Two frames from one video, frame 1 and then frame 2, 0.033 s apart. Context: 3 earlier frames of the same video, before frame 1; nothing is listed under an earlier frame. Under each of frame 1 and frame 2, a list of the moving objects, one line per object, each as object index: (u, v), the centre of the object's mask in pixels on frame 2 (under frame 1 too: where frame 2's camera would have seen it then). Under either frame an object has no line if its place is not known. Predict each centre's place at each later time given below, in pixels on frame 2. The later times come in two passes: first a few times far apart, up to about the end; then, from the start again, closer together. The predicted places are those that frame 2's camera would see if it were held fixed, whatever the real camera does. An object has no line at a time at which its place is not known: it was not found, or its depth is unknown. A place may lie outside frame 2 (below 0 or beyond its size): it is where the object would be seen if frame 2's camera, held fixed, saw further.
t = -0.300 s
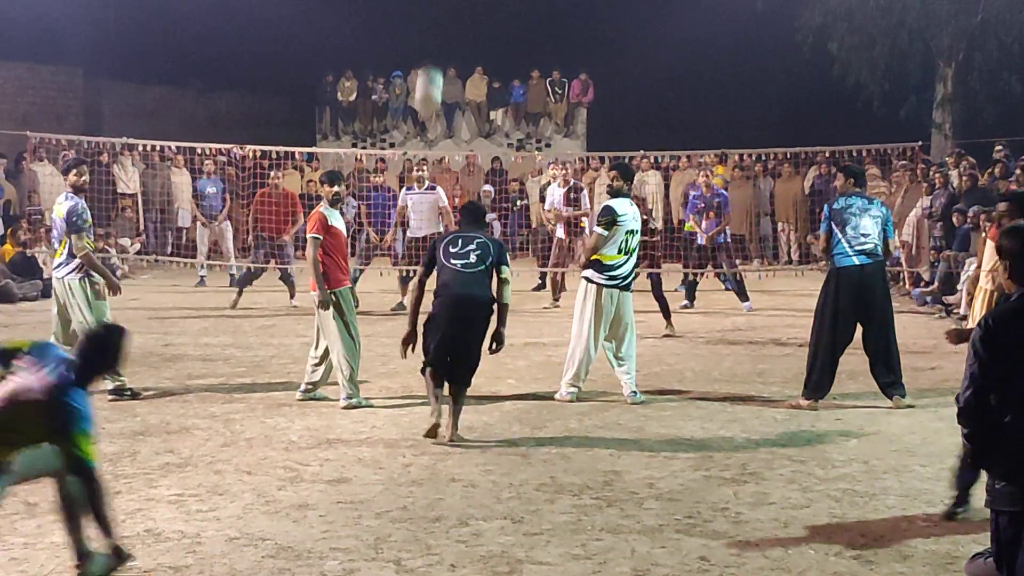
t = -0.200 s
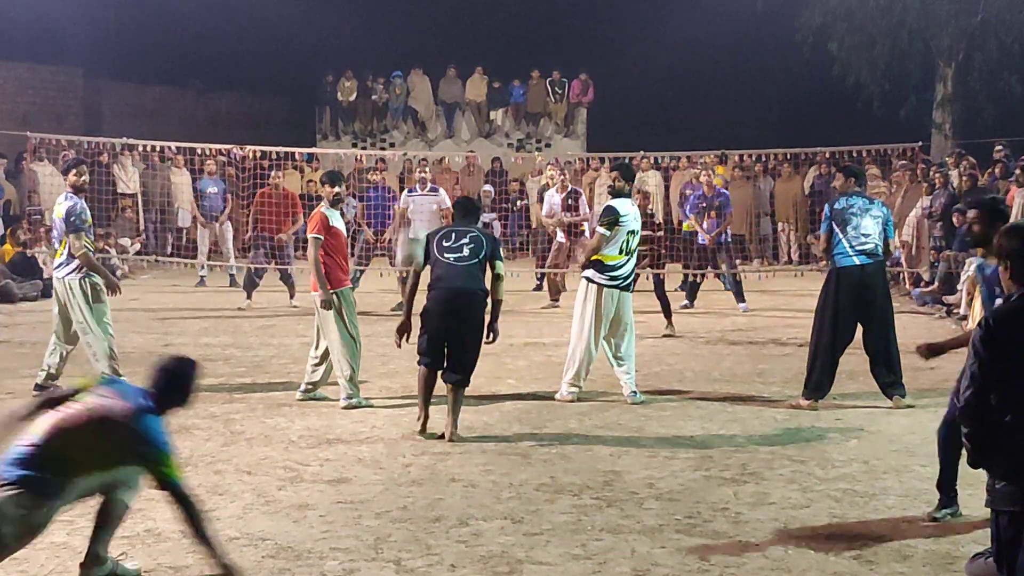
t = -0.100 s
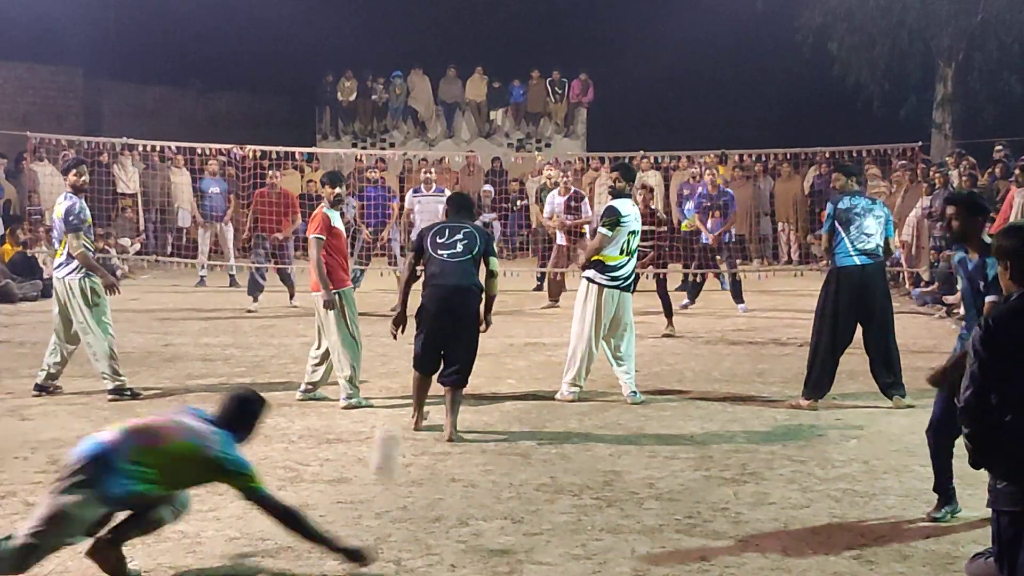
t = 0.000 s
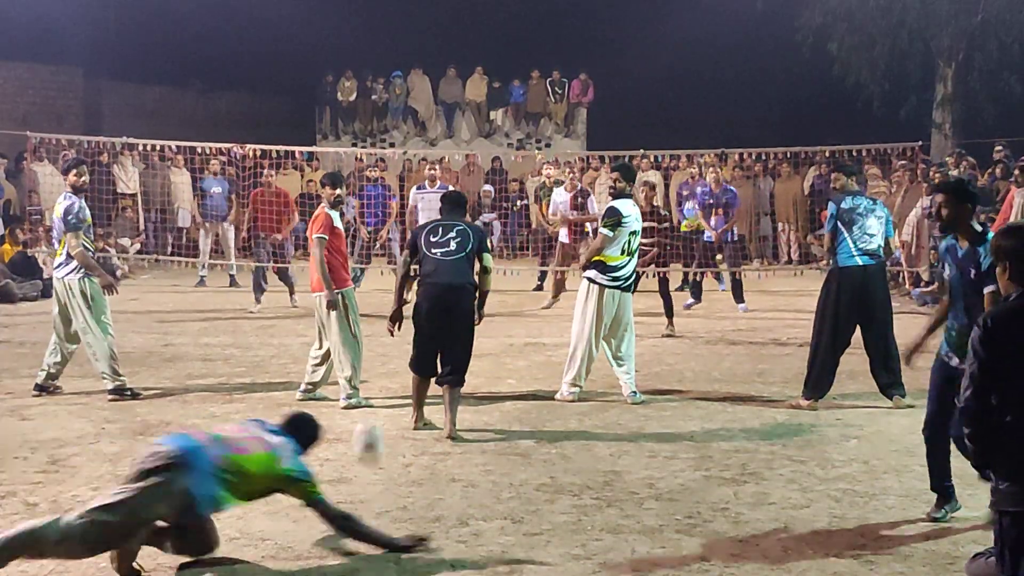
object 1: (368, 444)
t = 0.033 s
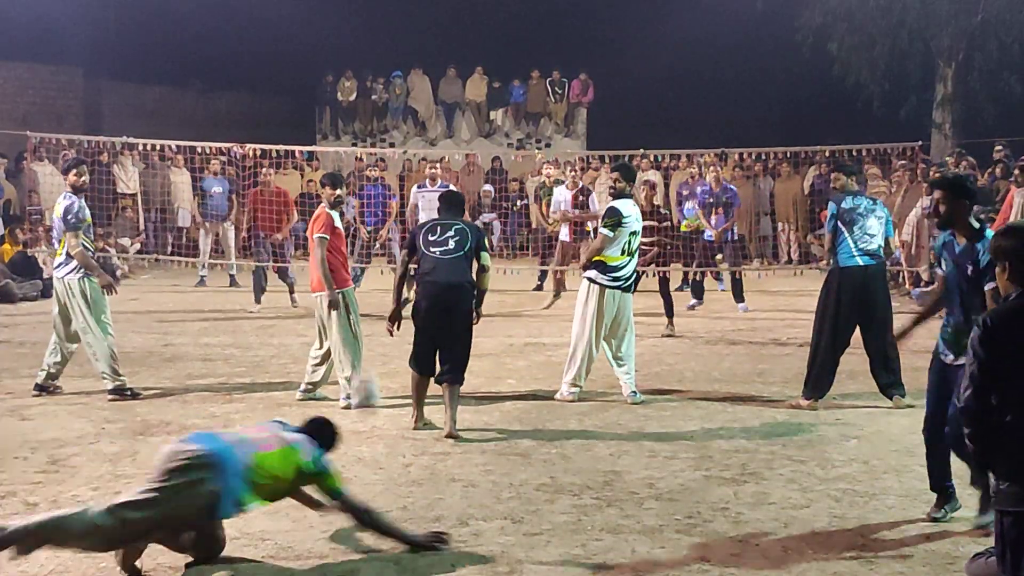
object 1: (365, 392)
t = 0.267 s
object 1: (340, 139)
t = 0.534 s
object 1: (315, 18)
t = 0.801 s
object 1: (293, 37)
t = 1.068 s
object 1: (273, 177)
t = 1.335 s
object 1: (252, 414)
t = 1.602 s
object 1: (197, 287)
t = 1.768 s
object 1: (159, 235)
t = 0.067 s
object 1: (360, 349)
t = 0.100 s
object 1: (359, 306)
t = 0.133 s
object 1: (357, 267)
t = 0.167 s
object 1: (354, 231)
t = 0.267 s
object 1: (340, 139)
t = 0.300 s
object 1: (337, 120)
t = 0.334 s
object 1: (333, 97)
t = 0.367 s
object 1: (330, 78)
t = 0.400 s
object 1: (327, 62)
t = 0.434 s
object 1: (324, 47)
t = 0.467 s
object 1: (321, 35)
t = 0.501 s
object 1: (317, 25)
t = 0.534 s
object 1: (315, 18)
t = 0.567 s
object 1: (311, 13)
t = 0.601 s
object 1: (309, 11)
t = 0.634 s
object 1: (306, 11)
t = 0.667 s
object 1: (303, 11)
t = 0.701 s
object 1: (301, 15)
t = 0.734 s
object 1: (298, 19)
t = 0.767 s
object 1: (295, 28)
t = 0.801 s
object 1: (293, 37)
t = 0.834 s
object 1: (290, 48)
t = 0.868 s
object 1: (288, 62)
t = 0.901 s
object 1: (285, 77)
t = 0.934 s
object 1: (283, 94)
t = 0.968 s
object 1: (280, 112)
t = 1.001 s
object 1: (278, 131)
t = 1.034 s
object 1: (276, 154)
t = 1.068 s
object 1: (273, 177)
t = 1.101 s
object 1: (271, 202)
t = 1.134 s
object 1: (268, 229)
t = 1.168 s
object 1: (265, 256)
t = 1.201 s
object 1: (263, 287)
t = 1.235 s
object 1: (260, 313)
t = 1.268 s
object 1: (258, 349)
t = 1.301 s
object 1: (255, 379)
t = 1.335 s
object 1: (252, 414)
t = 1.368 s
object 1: (248, 433)
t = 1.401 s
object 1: (241, 408)
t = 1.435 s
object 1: (234, 383)
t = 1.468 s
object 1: (227, 361)
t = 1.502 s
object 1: (220, 340)
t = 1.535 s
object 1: (211, 319)
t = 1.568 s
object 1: (204, 301)
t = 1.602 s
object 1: (197, 287)
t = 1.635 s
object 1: (190, 274)
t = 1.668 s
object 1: (182, 260)
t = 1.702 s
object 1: (175, 251)
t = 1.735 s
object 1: (168, 243)
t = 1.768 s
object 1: (159, 235)
